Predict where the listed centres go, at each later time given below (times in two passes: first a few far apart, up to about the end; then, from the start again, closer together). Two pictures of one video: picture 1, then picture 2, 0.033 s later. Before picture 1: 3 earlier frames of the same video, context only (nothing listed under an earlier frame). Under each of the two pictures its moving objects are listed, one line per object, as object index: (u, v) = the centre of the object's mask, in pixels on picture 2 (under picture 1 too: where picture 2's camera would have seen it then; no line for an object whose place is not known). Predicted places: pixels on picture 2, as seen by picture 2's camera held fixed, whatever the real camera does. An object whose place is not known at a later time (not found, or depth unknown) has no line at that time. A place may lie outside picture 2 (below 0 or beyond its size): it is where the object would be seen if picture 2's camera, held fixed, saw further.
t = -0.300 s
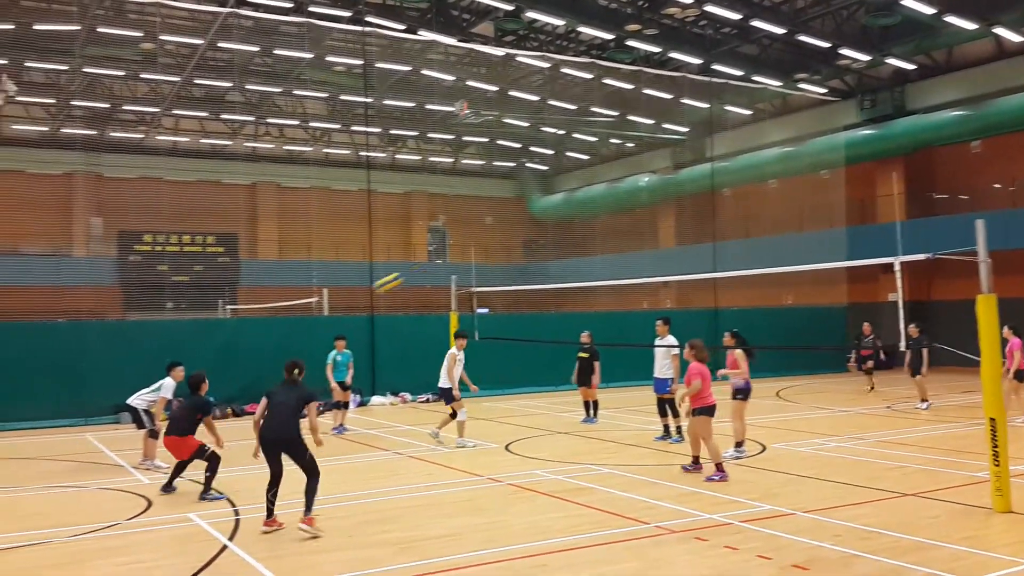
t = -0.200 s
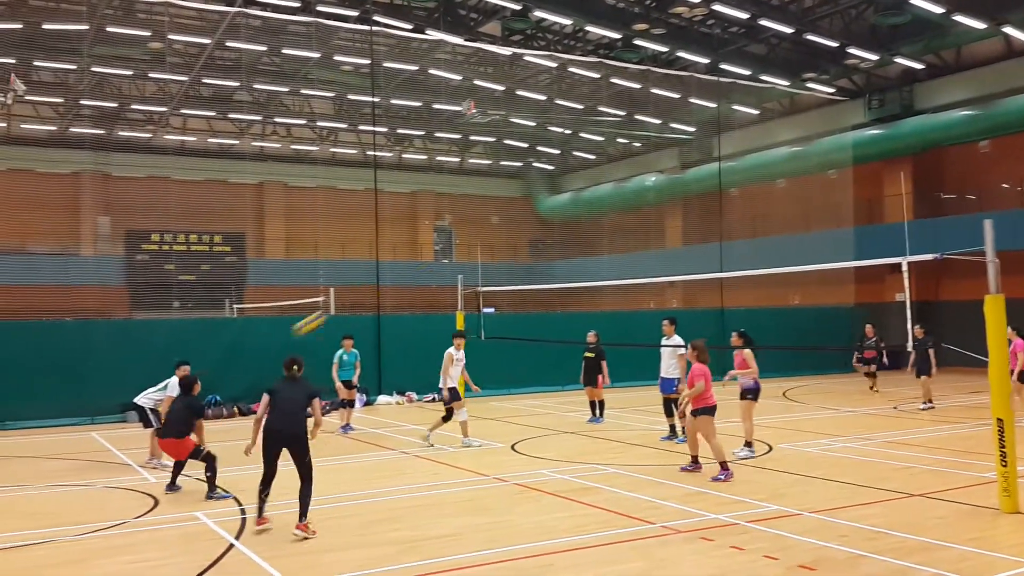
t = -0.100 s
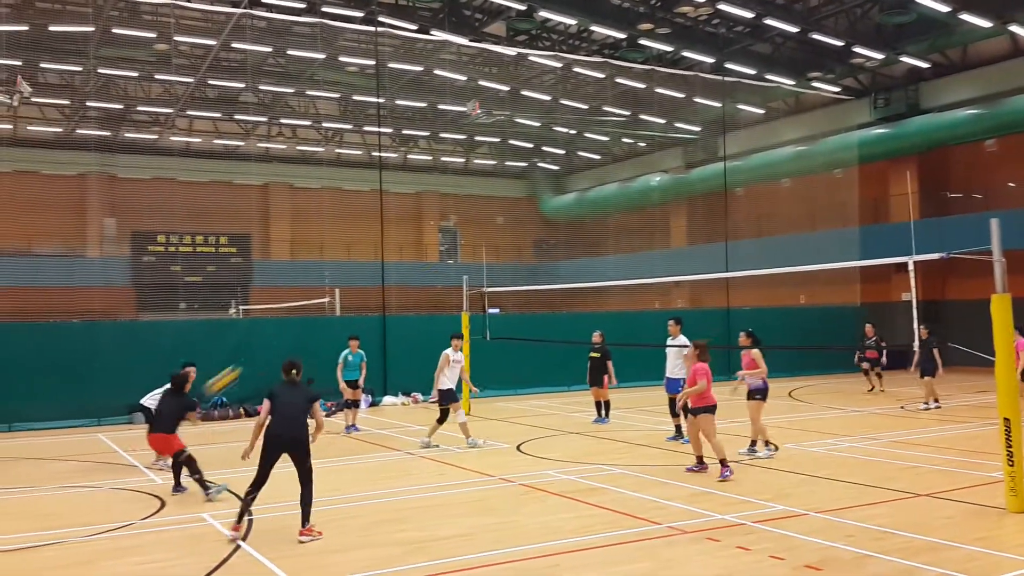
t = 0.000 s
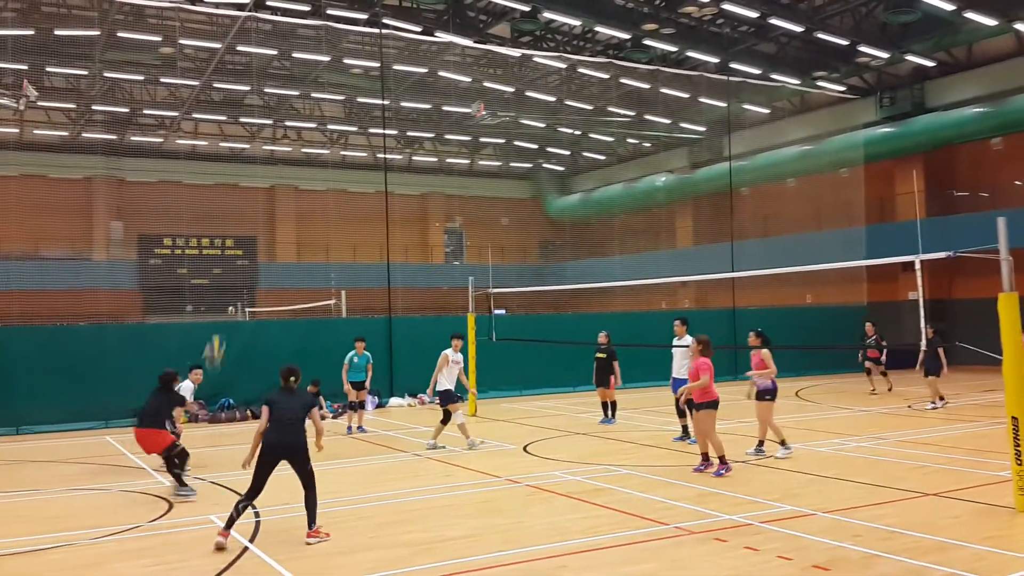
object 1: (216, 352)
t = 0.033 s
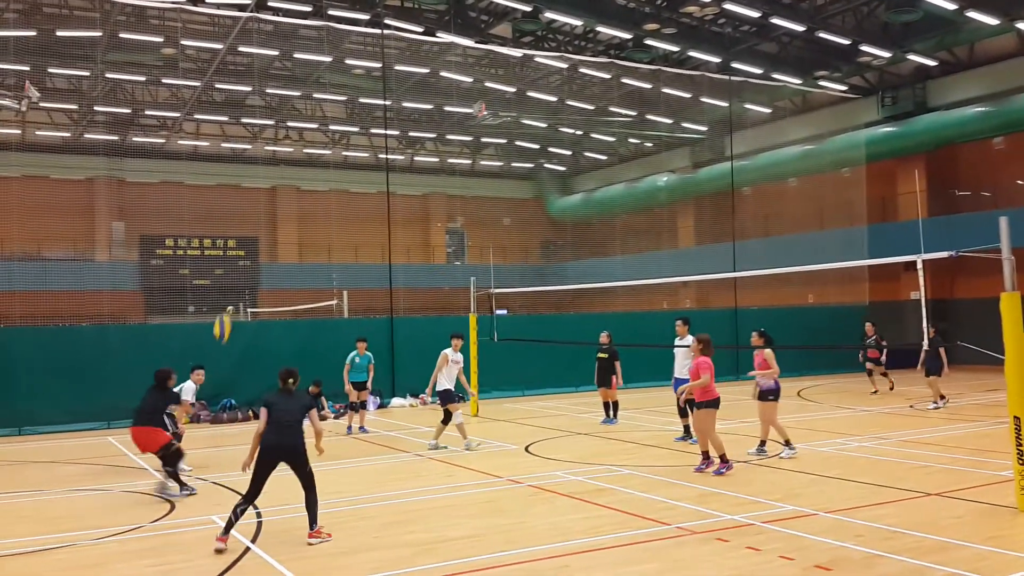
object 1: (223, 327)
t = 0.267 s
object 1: (263, 194)
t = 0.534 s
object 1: (311, 97)
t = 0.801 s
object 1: (357, 61)
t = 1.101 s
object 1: (412, 85)
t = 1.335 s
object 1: (456, 157)
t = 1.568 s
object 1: (502, 275)
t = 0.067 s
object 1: (229, 306)
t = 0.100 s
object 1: (233, 285)
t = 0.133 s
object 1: (239, 268)
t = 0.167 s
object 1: (247, 247)
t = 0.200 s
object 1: (253, 227)
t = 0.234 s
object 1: (260, 210)
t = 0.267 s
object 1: (263, 194)
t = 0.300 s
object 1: (268, 181)
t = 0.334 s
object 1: (277, 166)
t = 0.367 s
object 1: (284, 150)
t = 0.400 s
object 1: (287, 138)
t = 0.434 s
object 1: (292, 128)
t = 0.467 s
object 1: (297, 116)
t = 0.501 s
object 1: (305, 109)
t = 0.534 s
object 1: (311, 97)
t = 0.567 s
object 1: (315, 90)
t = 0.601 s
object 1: (322, 83)
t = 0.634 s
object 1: (327, 77)
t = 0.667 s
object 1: (333, 72)
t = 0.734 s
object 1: (345, 63)
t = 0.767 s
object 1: (351, 61)
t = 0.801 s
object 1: (357, 61)
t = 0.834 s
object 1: (364, 58)
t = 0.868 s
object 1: (370, 58)
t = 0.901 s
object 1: (375, 59)
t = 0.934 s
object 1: (382, 62)
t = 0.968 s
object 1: (387, 64)
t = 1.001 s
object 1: (392, 68)
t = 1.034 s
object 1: (401, 74)
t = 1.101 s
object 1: (412, 85)
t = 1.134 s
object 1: (418, 92)
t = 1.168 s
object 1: (424, 99)
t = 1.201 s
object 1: (433, 113)
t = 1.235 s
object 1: (438, 121)
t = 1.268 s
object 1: (442, 131)
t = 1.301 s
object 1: (450, 146)
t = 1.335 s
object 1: (456, 157)
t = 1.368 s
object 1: (464, 172)
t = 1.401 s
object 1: (469, 186)
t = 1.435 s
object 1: (476, 202)
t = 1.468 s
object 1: (483, 221)
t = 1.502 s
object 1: (489, 237)
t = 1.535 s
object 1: (496, 256)
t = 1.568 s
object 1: (502, 275)
